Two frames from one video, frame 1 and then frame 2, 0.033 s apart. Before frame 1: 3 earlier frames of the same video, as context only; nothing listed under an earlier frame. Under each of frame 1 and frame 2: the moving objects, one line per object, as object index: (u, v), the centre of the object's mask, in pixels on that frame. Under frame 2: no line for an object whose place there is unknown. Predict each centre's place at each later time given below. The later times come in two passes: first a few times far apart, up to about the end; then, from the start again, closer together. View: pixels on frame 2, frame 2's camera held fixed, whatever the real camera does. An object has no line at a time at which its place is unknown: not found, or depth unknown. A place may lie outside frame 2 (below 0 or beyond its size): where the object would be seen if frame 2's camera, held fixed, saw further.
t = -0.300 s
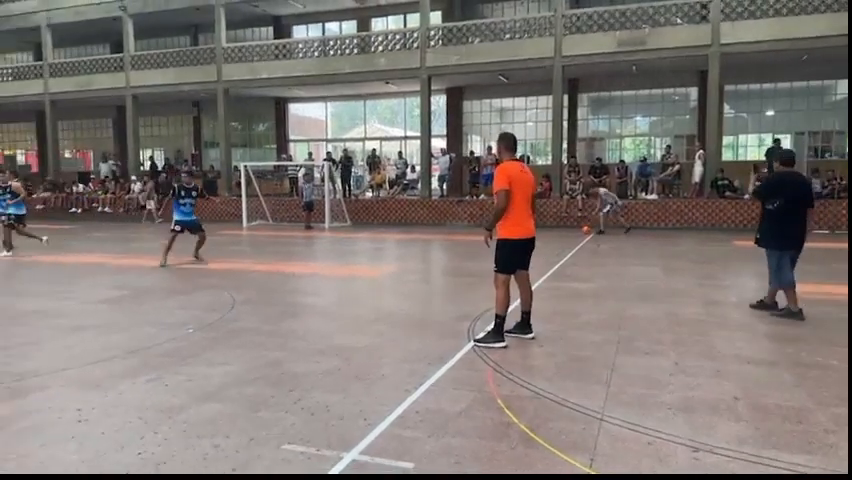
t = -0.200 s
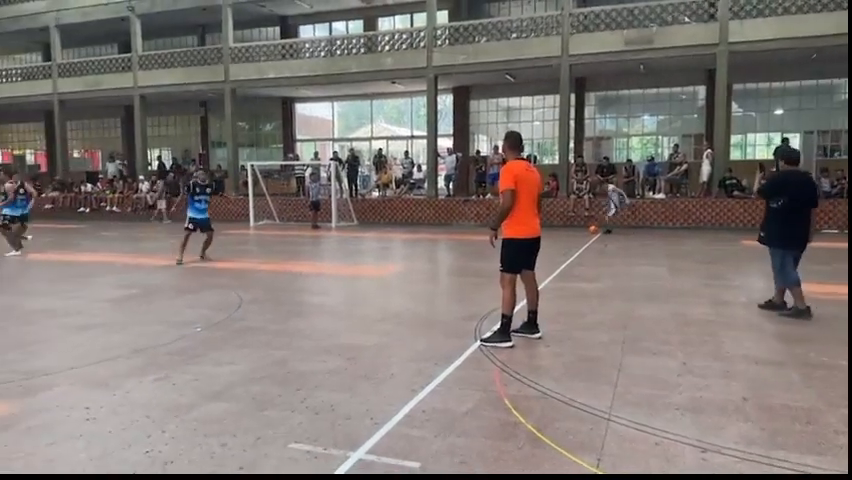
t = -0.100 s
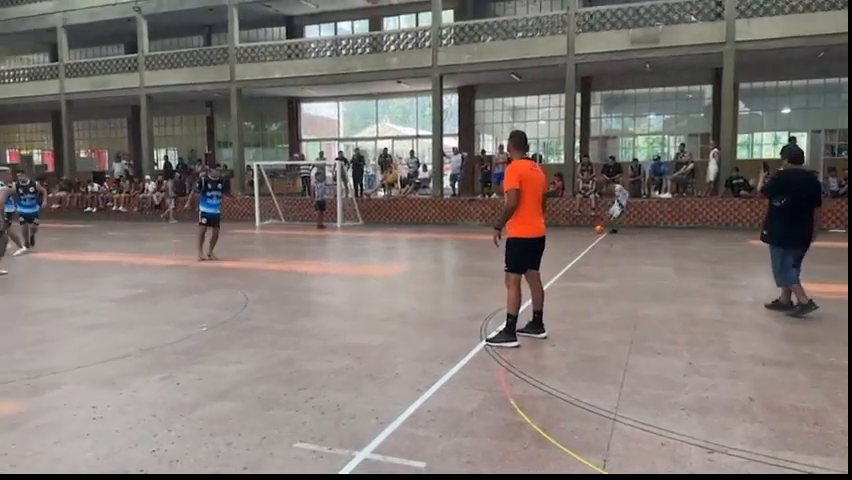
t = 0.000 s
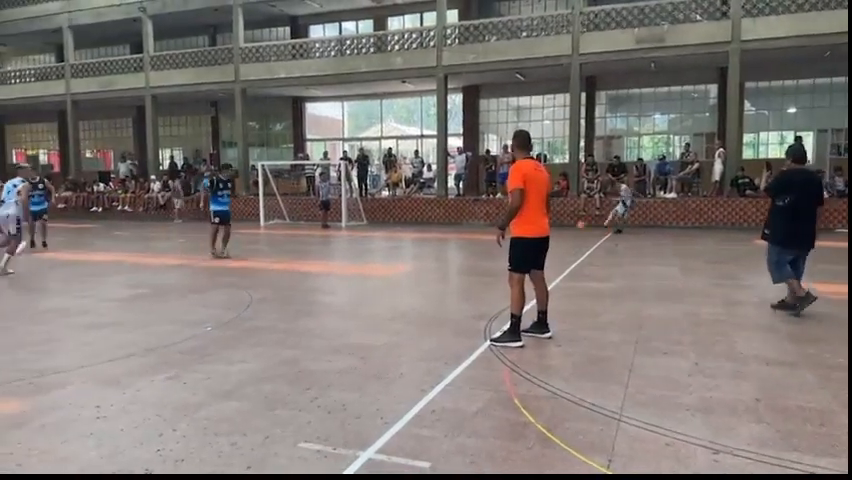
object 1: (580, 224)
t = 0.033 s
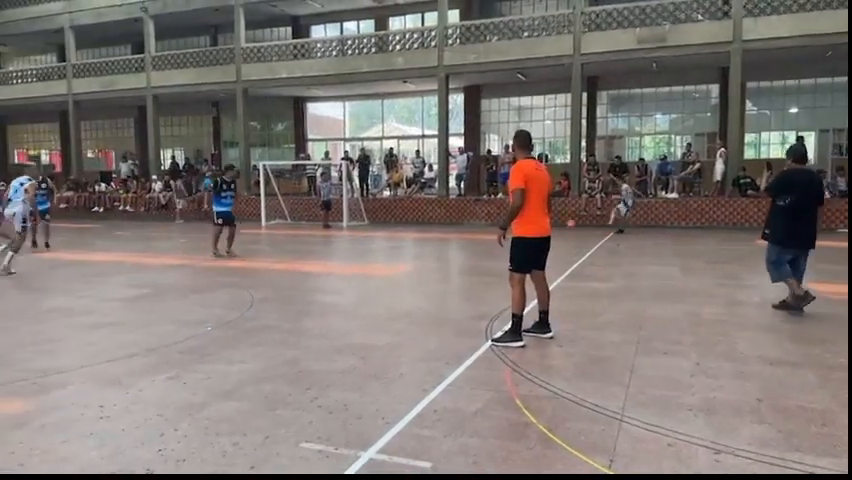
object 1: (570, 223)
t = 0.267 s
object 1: (474, 227)
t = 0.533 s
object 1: (307, 272)
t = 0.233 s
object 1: (489, 225)
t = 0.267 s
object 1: (474, 227)
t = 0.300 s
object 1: (458, 232)
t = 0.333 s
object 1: (440, 236)
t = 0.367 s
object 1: (421, 242)
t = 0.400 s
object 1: (402, 246)
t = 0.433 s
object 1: (379, 252)
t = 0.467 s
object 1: (356, 259)
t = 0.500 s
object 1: (331, 269)
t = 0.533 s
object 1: (307, 272)
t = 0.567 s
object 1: (282, 273)
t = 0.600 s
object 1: (256, 275)
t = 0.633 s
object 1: (227, 277)
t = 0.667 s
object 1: (195, 281)
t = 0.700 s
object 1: (161, 286)
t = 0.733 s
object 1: (125, 294)
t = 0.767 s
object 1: (84, 303)
